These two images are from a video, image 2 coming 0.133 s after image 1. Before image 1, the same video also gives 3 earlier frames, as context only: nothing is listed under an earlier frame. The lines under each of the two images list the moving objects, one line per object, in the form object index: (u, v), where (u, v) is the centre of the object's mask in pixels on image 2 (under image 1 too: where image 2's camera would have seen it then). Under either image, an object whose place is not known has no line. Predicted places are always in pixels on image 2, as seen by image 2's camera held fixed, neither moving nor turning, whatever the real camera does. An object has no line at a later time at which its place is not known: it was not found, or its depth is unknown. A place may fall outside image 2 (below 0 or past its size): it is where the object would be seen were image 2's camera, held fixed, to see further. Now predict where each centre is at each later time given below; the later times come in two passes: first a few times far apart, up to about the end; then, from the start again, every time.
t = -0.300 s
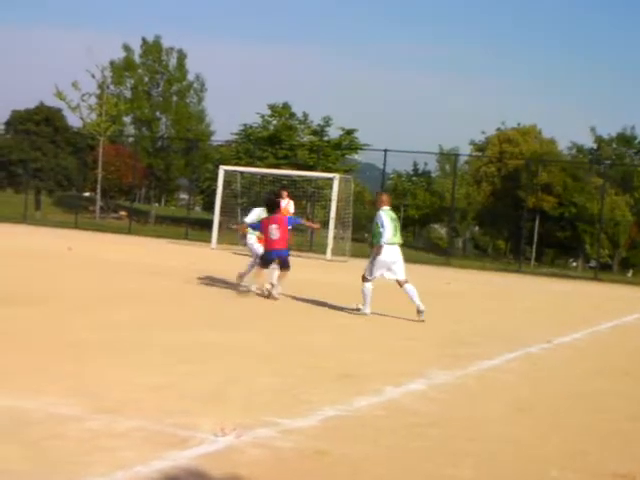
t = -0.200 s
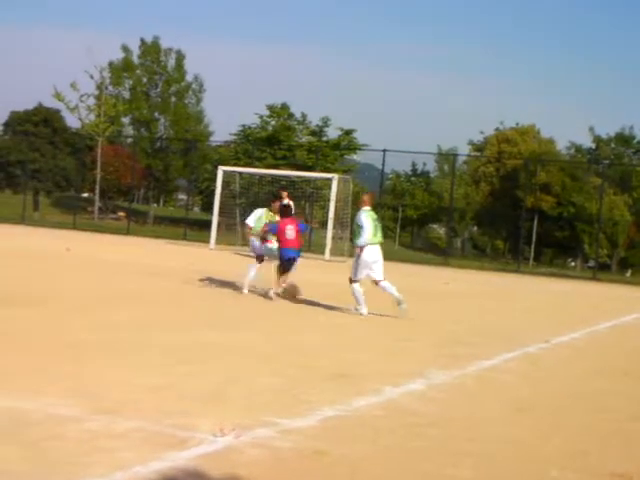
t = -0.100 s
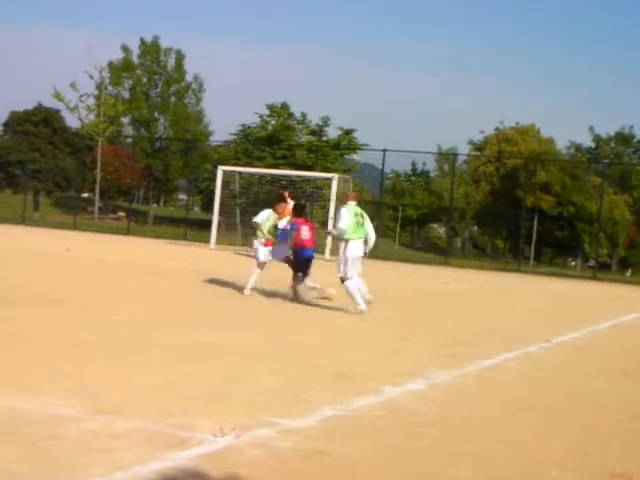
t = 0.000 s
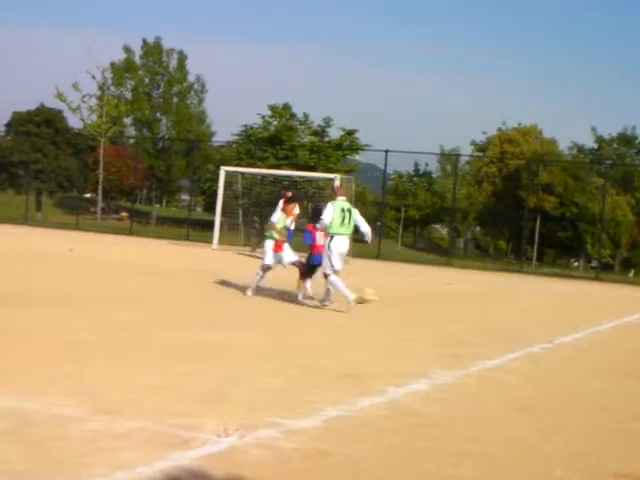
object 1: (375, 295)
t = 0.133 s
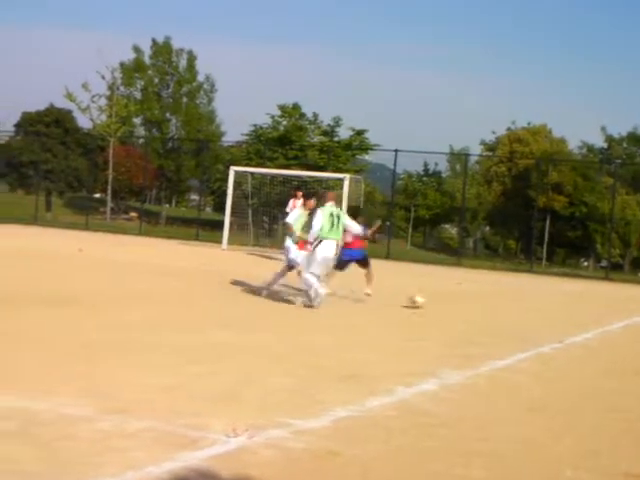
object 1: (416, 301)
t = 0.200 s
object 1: (435, 302)
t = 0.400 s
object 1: (484, 305)
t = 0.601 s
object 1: (528, 310)
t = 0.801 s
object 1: (578, 316)
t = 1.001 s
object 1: (626, 321)
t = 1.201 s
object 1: (676, 330)
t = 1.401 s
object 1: (728, 337)
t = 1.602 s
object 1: (783, 341)
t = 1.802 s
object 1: (836, 349)
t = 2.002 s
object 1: (893, 355)
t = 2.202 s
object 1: (951, 362)
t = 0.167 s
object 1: (425, 301)
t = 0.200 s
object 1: (435, 302)
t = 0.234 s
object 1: (443, 303)
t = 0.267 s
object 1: (453, 304)
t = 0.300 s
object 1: (461, 304)
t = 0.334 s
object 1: (469, 305)
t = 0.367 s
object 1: (475, 305)
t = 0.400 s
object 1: (484, 305)
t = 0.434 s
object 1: (491, 306)
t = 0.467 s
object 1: (499, 307)
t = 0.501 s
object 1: (507, 311)
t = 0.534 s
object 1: (515, 310)
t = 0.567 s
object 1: (522, 310)
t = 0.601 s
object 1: (528, 310)
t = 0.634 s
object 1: (537, 310)
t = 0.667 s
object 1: (544, 313)
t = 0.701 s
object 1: (551, 315)
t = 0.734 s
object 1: (560, 316)
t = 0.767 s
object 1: (569, 316)
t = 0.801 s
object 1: (578, 316)
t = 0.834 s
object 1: (585, 316)
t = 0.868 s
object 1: (592, 318)
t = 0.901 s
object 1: (603, 318)
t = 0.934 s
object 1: (609, 319)
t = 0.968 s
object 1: (618, 320)
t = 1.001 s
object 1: (626, 321)
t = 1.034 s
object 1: (632, 323)
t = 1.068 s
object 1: (640, 326)
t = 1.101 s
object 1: (650, 327)
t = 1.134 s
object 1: (660, 327)
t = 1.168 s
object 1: (669, 328)
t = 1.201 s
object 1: (676, 330)
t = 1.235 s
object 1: (685, 331)
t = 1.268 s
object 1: (694, 332)
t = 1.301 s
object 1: (703, 333)
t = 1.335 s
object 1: (712, 334)
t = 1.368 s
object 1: (720, 334)
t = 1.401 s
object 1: (728, 337)
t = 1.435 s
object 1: (736, 337)
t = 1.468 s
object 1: (744, 338)
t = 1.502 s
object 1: (755, 339)
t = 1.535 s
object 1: (762, 340)
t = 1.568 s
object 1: (778, 340)
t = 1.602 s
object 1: (783, 341)
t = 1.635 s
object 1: (790, 344)
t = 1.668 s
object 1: (800, 346)
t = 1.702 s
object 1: (806, 346)
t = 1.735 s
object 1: (817, 347)
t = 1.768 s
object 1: (826, 347)
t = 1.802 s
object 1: (836, 349)
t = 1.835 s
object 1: (846, 350)
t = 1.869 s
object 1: (855, 351)
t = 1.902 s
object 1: (863, 352)
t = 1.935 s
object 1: (873, 353)
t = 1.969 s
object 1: (882, 354)
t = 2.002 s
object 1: (893, 355)
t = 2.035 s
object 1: (902, 356)
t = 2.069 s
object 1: (912, 357)
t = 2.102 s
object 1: (921, 358)
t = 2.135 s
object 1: (930, 358)
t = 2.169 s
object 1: (939, 360)
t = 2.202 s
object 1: (951, 362)
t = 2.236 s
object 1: (959, 362)
